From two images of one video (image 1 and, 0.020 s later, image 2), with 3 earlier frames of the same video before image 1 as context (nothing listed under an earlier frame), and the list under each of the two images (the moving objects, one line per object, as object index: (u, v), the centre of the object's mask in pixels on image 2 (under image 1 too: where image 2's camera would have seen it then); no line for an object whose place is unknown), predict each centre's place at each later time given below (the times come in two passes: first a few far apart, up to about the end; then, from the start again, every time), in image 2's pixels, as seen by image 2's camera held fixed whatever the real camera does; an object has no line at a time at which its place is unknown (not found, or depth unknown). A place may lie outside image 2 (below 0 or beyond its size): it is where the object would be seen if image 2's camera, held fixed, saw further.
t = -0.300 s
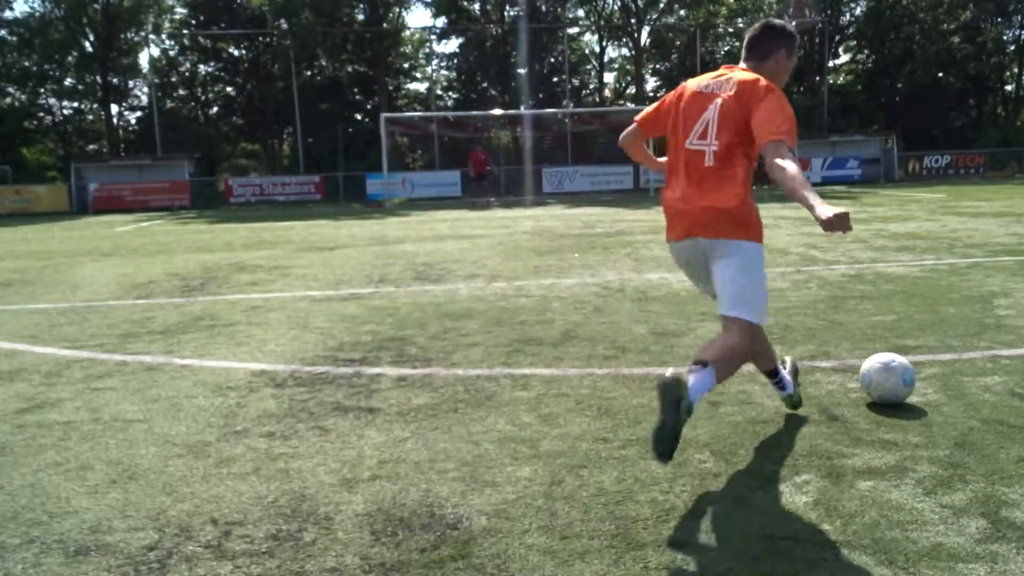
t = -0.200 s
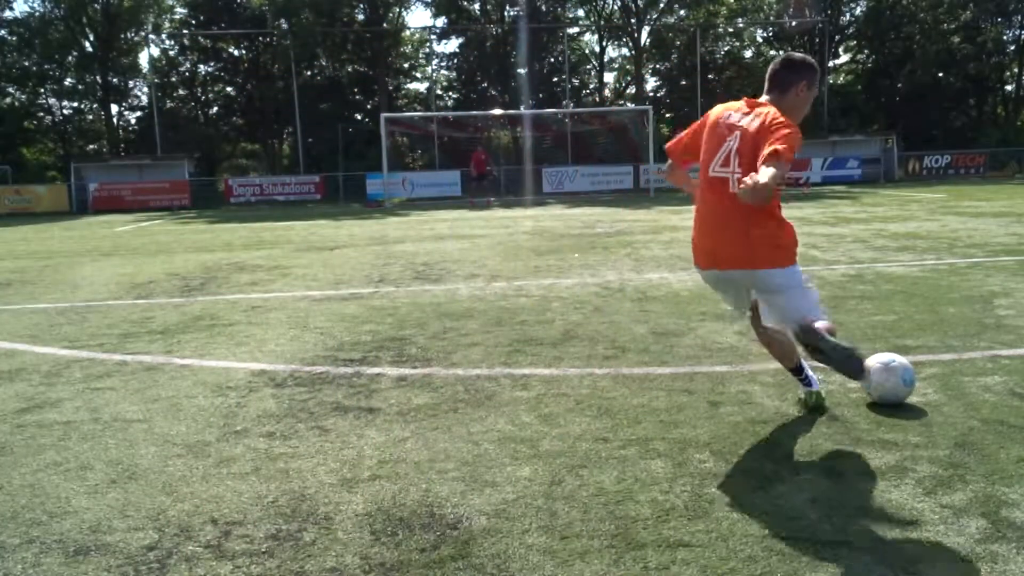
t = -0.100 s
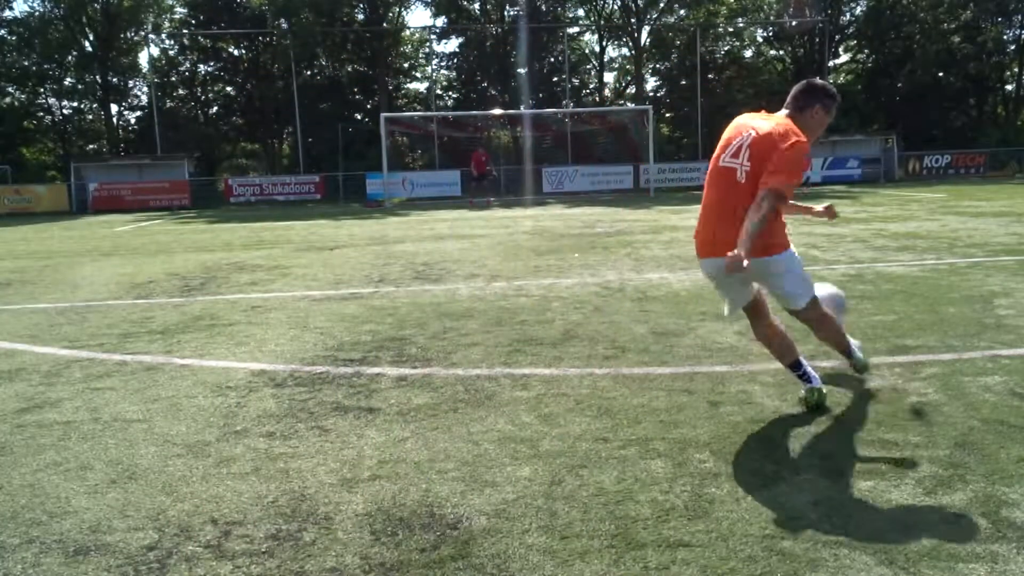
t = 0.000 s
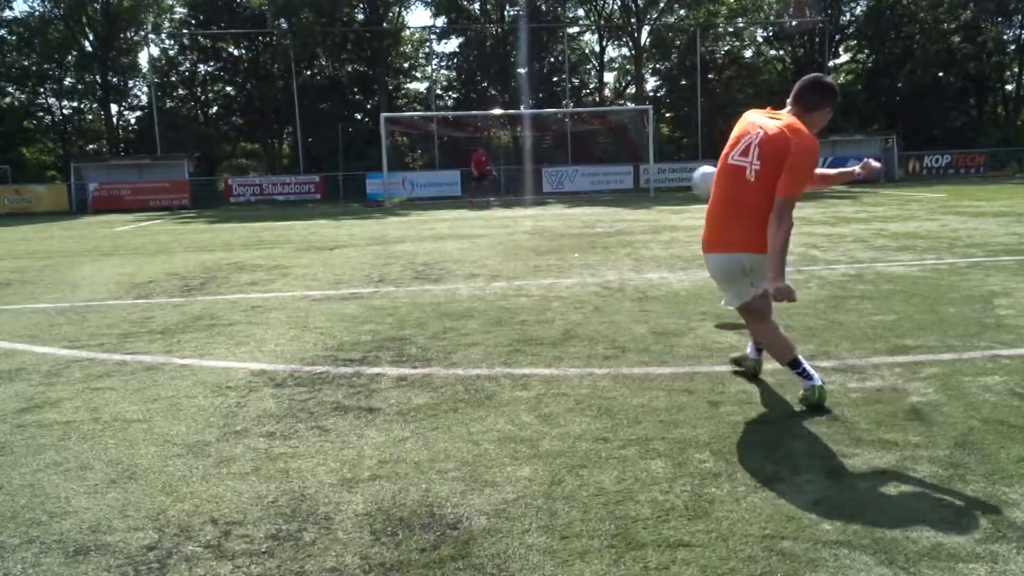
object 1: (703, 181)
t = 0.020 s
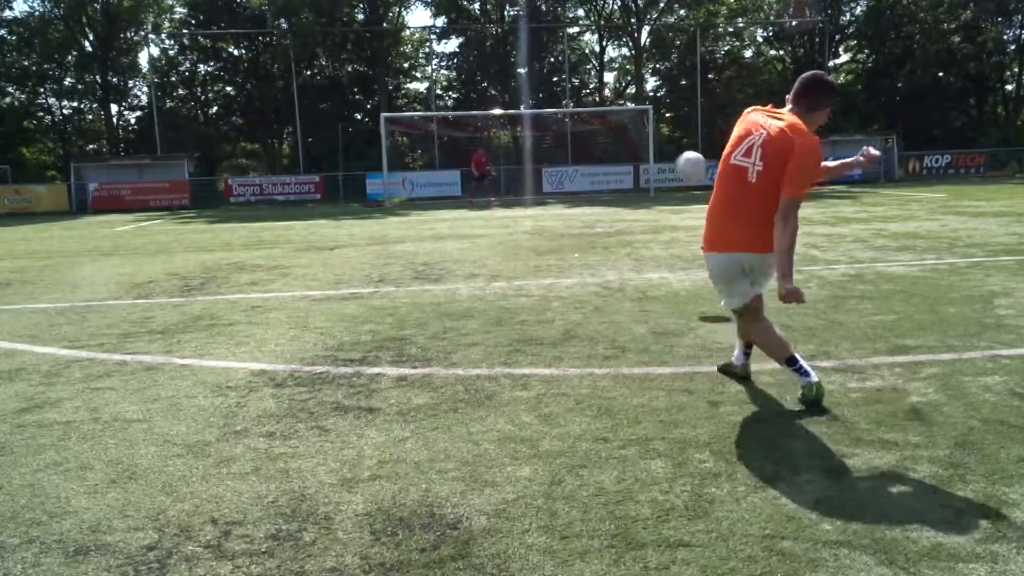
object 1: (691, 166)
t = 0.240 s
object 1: (579, 87)
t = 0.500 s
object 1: (509, 78)
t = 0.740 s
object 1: (465, 96)
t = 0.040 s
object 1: (676, 153)
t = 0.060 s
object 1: (663, 141)
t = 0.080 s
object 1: (651, 131)
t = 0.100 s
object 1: (639, 123)
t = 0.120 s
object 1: (629, 115)
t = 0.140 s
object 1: (620, 109)
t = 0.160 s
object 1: (611, 103)
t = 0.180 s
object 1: (602, 98)
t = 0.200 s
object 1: (594, 94)
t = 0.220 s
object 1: (586, 91)
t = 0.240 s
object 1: (579, 87)
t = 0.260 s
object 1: (572, 84)
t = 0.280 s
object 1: (566, 82)
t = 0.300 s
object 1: (560, 80)
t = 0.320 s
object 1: (554, 79)
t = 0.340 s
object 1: (548, 77)
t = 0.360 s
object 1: (543, 77)
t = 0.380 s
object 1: (537, 76)
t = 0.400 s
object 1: (532, 76)
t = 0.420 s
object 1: (527, 76)
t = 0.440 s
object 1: (522, 76)
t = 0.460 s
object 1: (518, 76)
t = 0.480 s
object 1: (514, 77)
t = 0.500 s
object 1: (509, 78)
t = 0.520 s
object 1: (505, 79)
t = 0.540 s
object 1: (501, 80)
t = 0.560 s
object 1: (497, 81)
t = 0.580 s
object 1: (493, 82)
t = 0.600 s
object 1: (489, 84)
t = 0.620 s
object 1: (485, 85)
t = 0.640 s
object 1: (482, 87)
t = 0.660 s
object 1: (478, 88)
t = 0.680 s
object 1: (475, 90)
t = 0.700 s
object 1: (471, 92)
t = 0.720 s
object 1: (468, 94)
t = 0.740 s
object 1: (465, 96)
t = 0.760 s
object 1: (461, 99)
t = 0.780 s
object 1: (458, 101)
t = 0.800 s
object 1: (455, 103)
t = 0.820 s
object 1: (452, 105)
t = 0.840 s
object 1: (449, 107)
